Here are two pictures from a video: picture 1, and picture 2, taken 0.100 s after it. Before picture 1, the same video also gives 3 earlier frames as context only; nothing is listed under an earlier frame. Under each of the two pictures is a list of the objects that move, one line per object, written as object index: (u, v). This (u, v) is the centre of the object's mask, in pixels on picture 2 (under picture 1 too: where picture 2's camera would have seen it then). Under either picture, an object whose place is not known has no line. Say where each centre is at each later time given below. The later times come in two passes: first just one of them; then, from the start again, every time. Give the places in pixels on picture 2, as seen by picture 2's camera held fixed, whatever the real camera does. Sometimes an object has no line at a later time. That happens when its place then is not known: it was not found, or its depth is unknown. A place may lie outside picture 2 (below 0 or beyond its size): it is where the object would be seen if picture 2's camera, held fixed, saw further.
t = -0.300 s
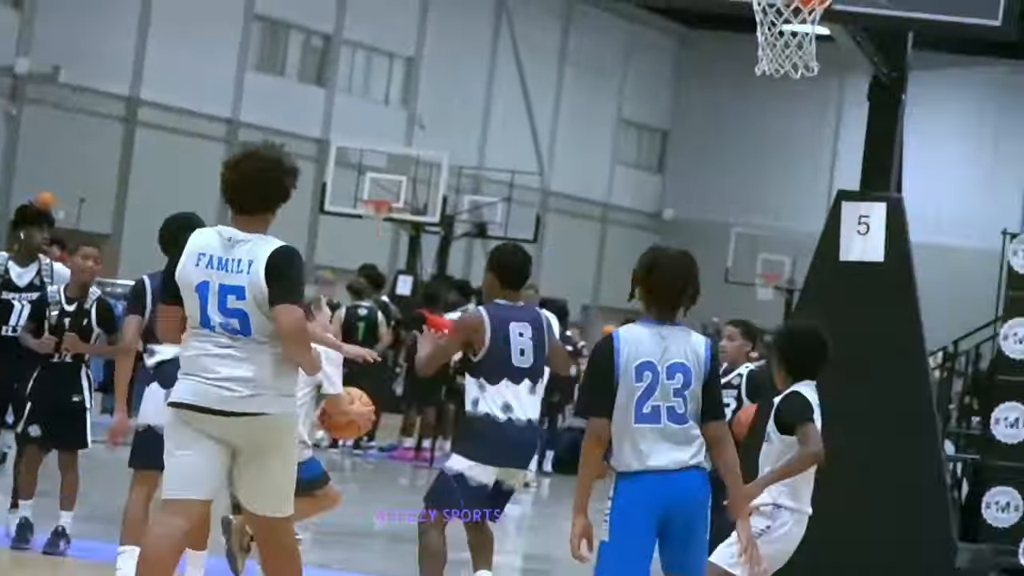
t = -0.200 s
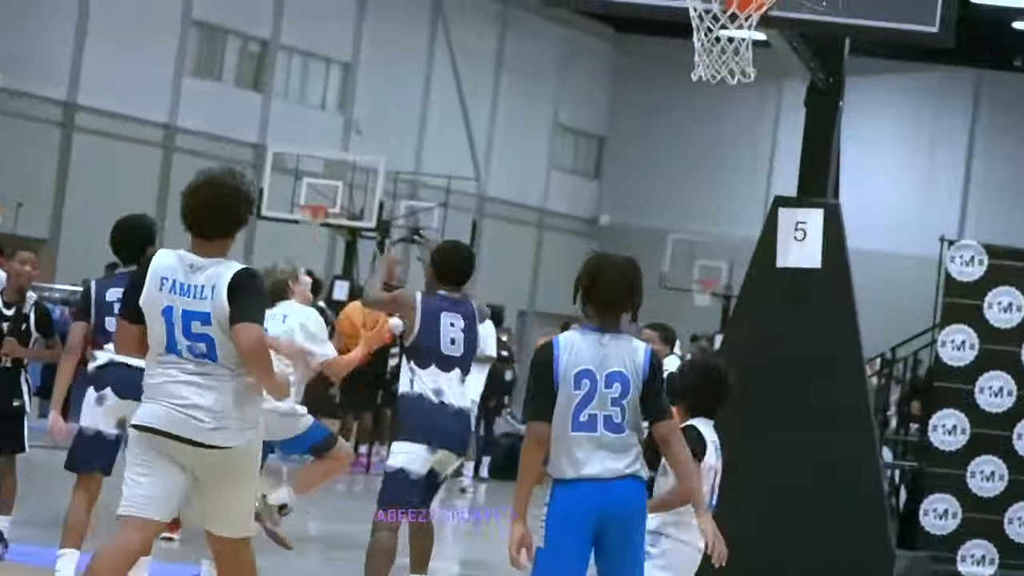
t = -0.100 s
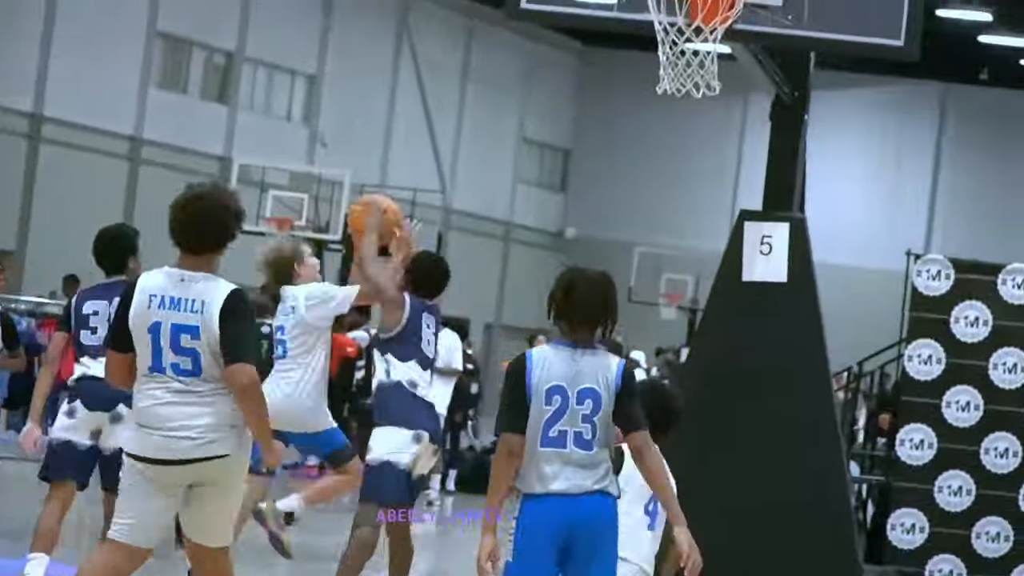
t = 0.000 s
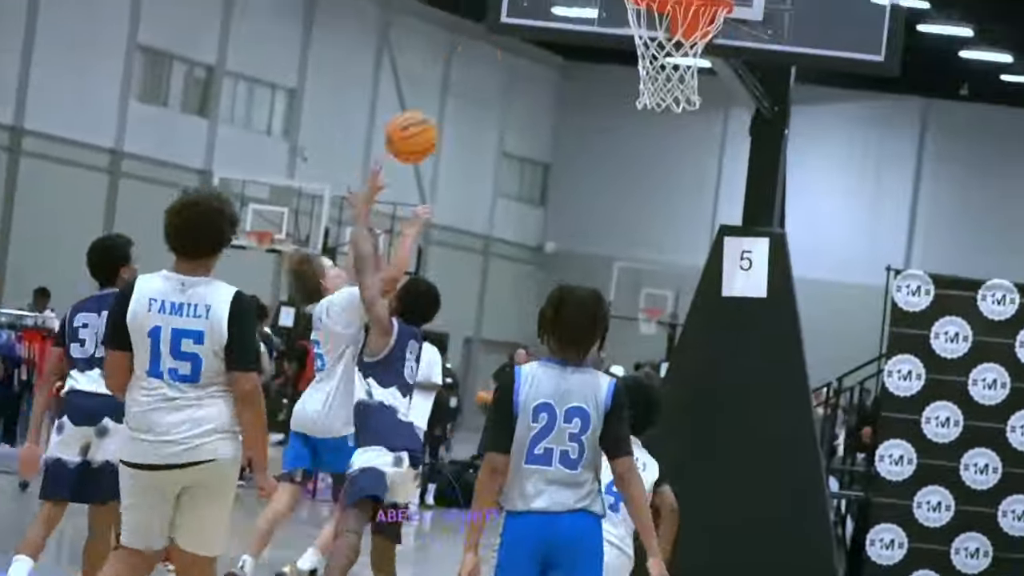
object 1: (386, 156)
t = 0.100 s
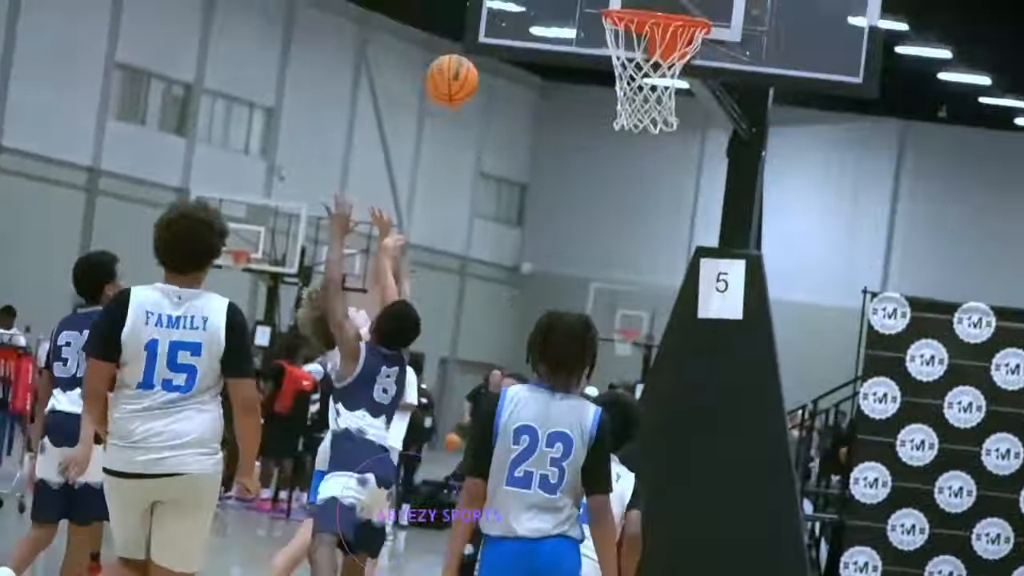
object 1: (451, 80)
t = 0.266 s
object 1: (554, 1)
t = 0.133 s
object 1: (473, 60)
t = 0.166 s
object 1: (495, 42)
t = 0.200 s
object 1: (515, 27)
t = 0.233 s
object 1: (534, 13)
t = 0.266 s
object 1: (554, 1)
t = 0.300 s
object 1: (573, -7)
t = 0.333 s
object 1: (592, -13)
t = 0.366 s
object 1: (610, -18)
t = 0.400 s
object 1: (627, -19)
